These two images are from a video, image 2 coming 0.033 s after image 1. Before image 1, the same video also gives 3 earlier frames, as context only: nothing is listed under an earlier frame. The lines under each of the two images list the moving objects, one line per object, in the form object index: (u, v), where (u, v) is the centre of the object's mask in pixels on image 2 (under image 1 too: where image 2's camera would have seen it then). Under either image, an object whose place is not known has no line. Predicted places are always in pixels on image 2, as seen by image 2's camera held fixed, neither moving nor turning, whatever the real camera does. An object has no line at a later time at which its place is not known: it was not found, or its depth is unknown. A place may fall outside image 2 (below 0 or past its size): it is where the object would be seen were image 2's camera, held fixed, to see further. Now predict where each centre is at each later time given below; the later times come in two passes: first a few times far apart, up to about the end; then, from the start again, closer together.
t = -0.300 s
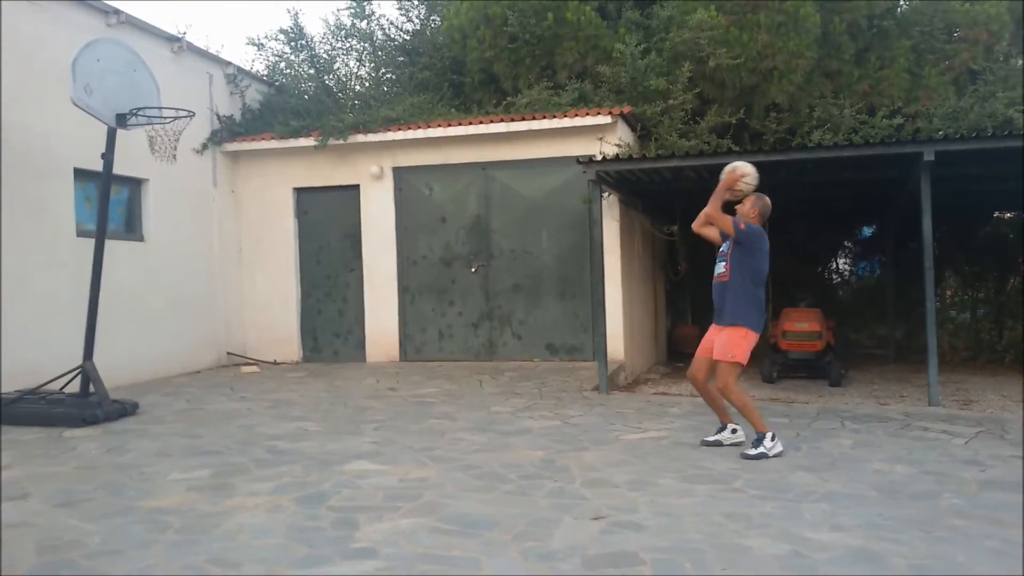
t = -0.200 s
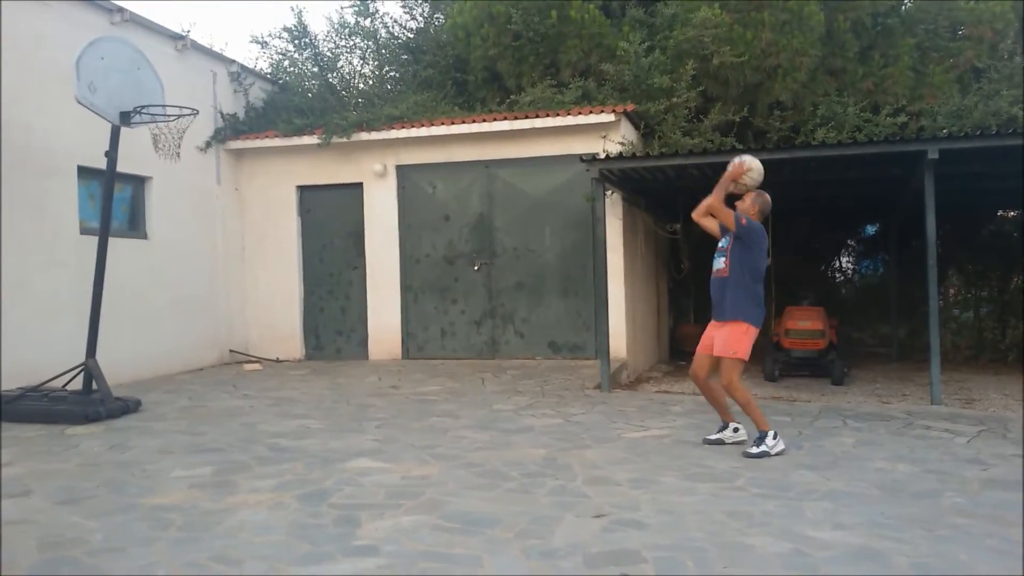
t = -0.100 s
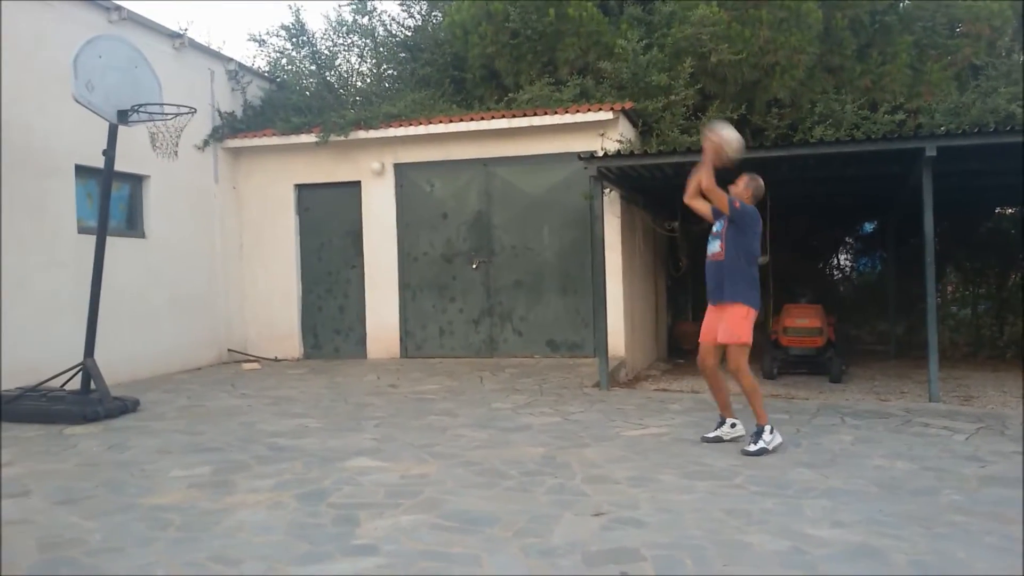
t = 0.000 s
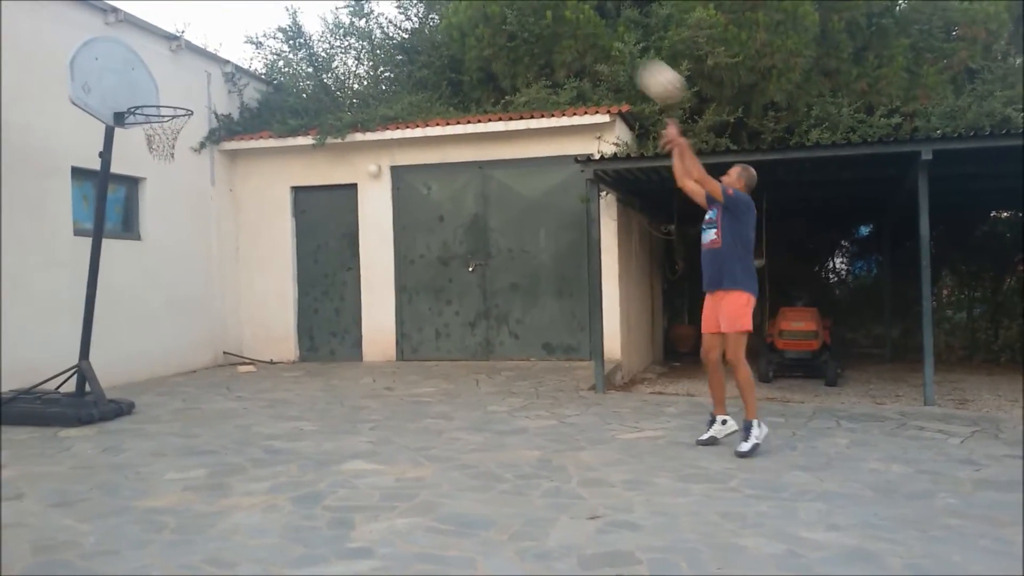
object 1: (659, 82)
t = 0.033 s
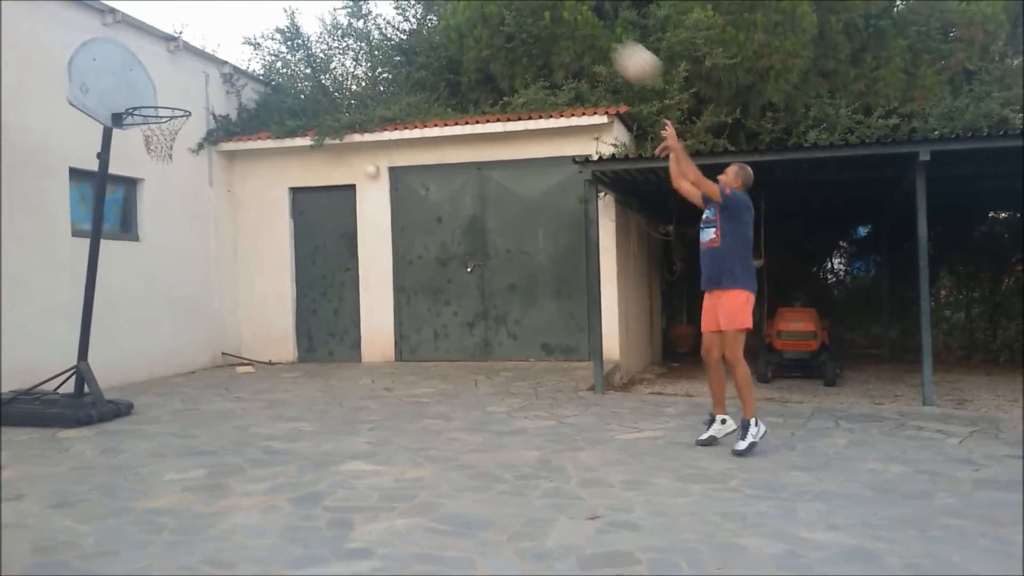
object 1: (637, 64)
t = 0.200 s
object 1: (535, 4)
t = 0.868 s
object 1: (167, 88)
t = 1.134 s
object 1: (171, 112)
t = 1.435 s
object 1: (160, 143)
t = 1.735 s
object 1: (145, 225)
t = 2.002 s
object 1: (139, 390)
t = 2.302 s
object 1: (125, 289)
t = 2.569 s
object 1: (118, 260)
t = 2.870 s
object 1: (138, 333)
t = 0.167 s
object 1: (555, 10)
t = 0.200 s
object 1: (535, 4)
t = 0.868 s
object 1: (167, 88)
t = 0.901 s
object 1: (150, 105)
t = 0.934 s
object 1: (149, 121)
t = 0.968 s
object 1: (164, 131)
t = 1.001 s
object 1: (170, 128)
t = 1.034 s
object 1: (172, 123)
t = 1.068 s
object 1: (172, 119)
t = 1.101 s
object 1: (171, 114)
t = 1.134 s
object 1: (171, 112)
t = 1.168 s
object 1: (170, 111)
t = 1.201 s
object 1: (170, 111)
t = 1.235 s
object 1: (170, 113)
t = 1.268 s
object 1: (169, 116)
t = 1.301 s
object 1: (168, 122)
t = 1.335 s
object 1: (166, 129)
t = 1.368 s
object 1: (163, 136)
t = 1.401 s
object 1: (162, 140)
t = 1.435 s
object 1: (160, 143)
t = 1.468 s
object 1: (160, 150)
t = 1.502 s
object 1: (158, 154)
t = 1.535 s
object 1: (155, 161)
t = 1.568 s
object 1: (153, 167)
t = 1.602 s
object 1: (151, 178)
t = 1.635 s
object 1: (150, 187)
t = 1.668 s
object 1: (149, 197)
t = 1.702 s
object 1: (147, 211)
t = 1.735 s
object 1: (145, 225)
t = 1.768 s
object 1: (144, 241)
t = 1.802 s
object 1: (144, 259)
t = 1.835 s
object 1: (143, 278)
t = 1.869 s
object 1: (141, 300)
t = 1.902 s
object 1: (141, 322)
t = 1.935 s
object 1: (140, 344)
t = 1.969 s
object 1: (139, 366)
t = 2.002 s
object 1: (139, 390)
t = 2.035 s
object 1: (139, 400)
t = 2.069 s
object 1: (137, 383)
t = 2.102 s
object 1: (137, 368)
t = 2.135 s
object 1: (134, 352)
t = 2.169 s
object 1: (131, 337)
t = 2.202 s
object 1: (130, 324)
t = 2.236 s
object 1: (129, 311)
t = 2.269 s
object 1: (127, 299)
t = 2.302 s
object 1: (125, 289)
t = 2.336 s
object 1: (123, 281)
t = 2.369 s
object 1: (121, 274)
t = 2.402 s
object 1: (120, 268)
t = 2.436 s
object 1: (118, 265)
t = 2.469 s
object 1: (116, 261)
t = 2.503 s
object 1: (116, 261)
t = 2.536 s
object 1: (117, 260)
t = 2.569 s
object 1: (118, 260)
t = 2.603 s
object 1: (119, 262)
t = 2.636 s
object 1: (121, 266)
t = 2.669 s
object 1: (125, 271)
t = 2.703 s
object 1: (127, 280)
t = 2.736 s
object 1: (128, 288)
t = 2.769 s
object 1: (131, 296)
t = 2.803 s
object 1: (133, 307)
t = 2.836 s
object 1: (135, 320)
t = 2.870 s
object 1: (138, 333)
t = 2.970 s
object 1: (144, 378)
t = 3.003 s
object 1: (147, 400)
